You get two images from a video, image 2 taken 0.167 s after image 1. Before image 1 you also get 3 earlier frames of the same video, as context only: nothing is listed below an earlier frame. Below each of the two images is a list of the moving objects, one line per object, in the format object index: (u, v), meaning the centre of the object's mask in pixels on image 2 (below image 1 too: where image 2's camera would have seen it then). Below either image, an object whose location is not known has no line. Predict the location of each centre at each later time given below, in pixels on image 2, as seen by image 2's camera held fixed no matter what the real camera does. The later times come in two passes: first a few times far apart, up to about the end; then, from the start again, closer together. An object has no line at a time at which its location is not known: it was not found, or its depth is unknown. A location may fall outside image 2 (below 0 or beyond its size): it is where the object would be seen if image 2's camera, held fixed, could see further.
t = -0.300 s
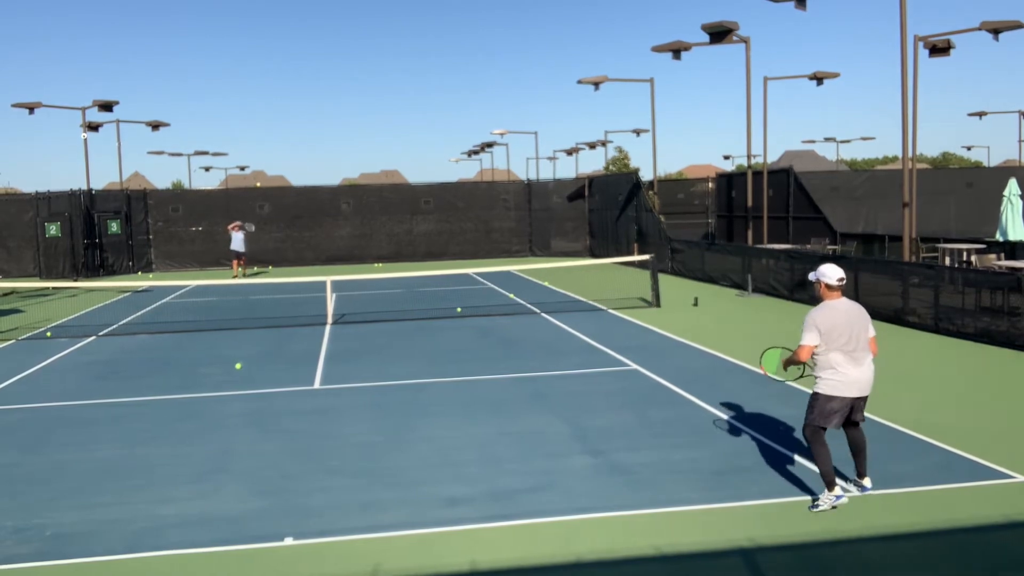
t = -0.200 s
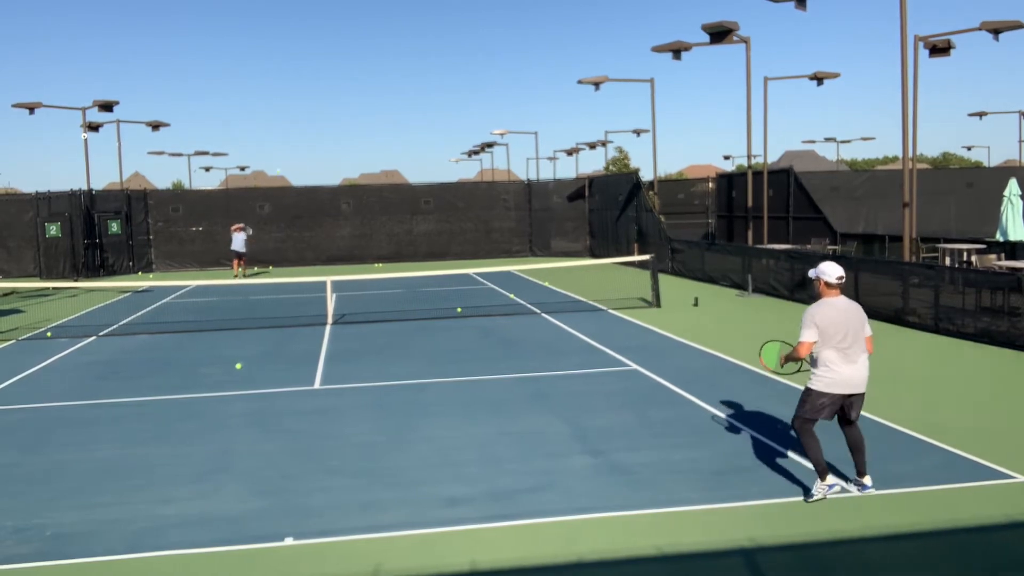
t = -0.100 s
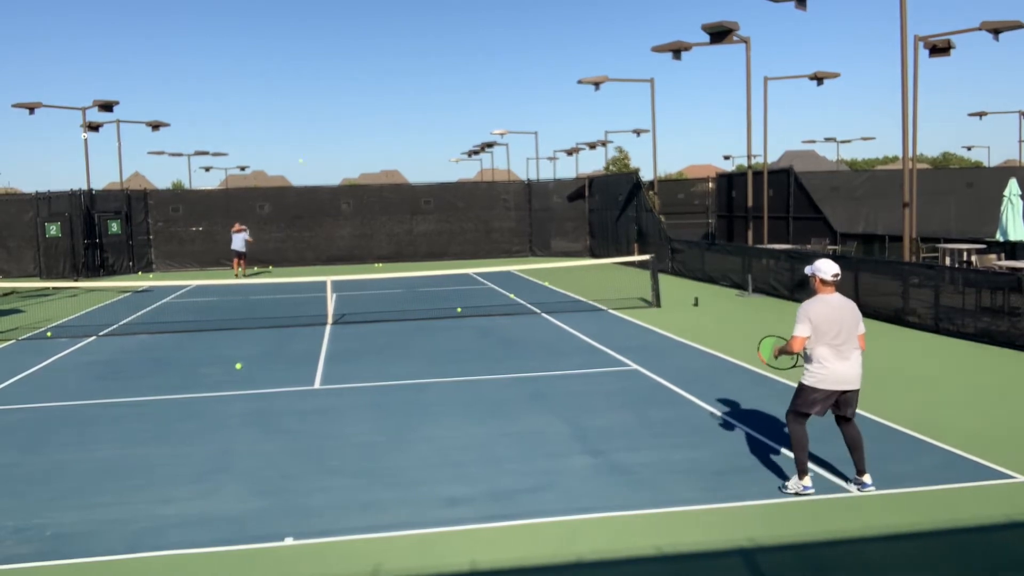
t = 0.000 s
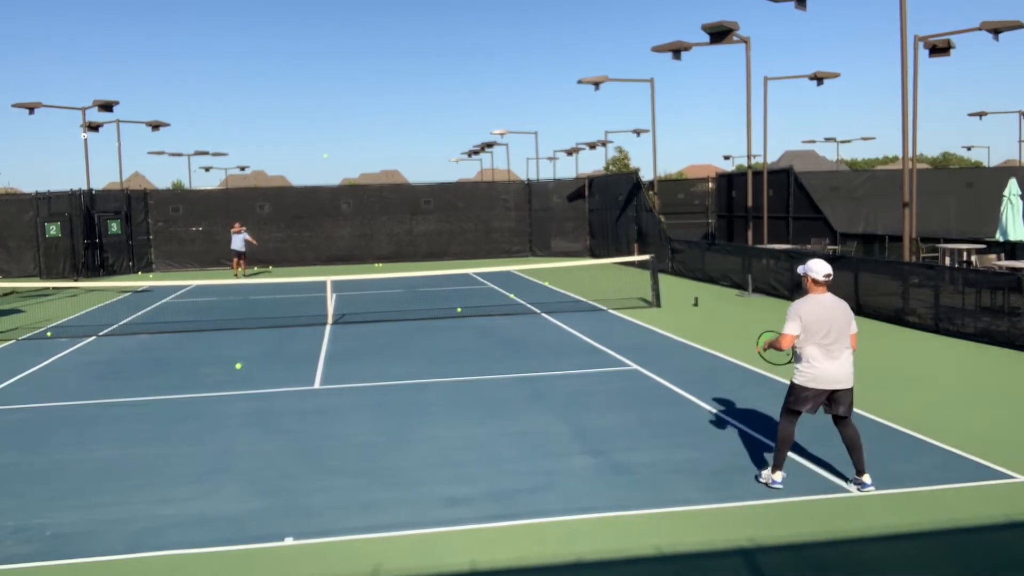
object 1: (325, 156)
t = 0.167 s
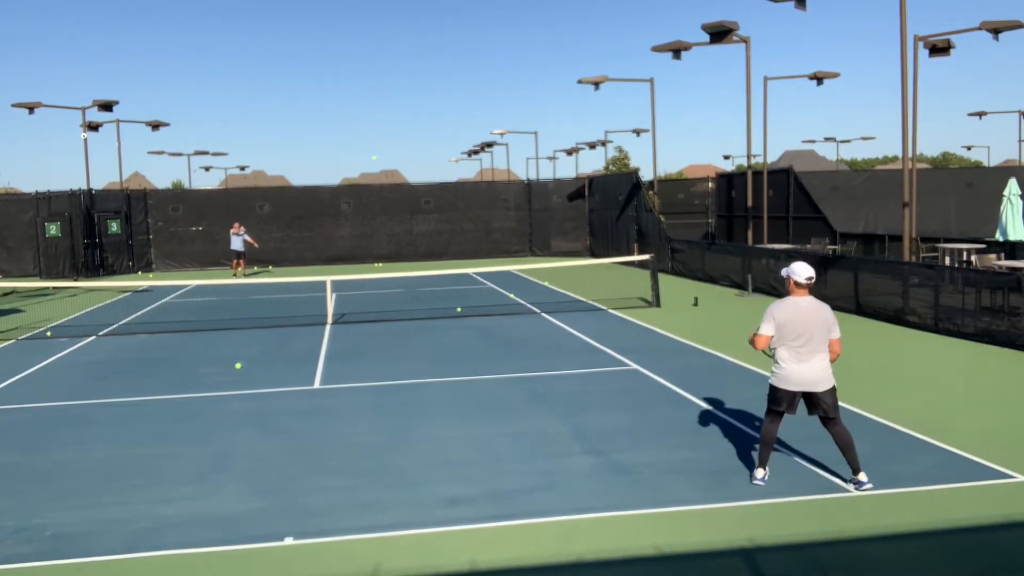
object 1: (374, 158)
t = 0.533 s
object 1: (531, 243)
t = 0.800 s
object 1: (725, 431)
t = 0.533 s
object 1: (531, 243)
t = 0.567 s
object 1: (550, 259)
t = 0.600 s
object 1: (571, 276)
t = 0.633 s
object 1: (593, 296)
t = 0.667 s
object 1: (616, 318)
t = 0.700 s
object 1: (641, 342)
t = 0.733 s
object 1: (667, 369)
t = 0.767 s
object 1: (694, 399)
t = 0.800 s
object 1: (725, 431)
